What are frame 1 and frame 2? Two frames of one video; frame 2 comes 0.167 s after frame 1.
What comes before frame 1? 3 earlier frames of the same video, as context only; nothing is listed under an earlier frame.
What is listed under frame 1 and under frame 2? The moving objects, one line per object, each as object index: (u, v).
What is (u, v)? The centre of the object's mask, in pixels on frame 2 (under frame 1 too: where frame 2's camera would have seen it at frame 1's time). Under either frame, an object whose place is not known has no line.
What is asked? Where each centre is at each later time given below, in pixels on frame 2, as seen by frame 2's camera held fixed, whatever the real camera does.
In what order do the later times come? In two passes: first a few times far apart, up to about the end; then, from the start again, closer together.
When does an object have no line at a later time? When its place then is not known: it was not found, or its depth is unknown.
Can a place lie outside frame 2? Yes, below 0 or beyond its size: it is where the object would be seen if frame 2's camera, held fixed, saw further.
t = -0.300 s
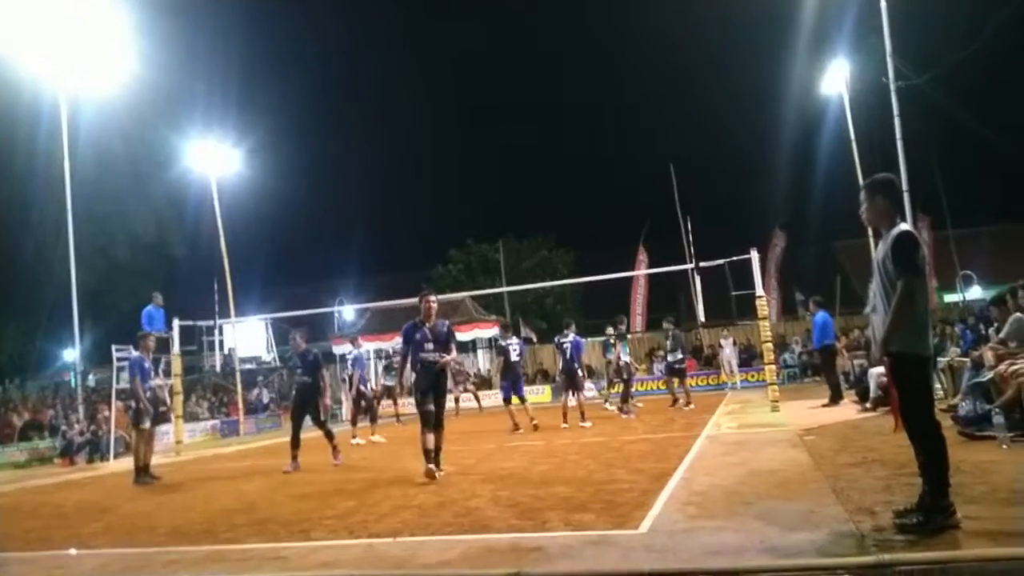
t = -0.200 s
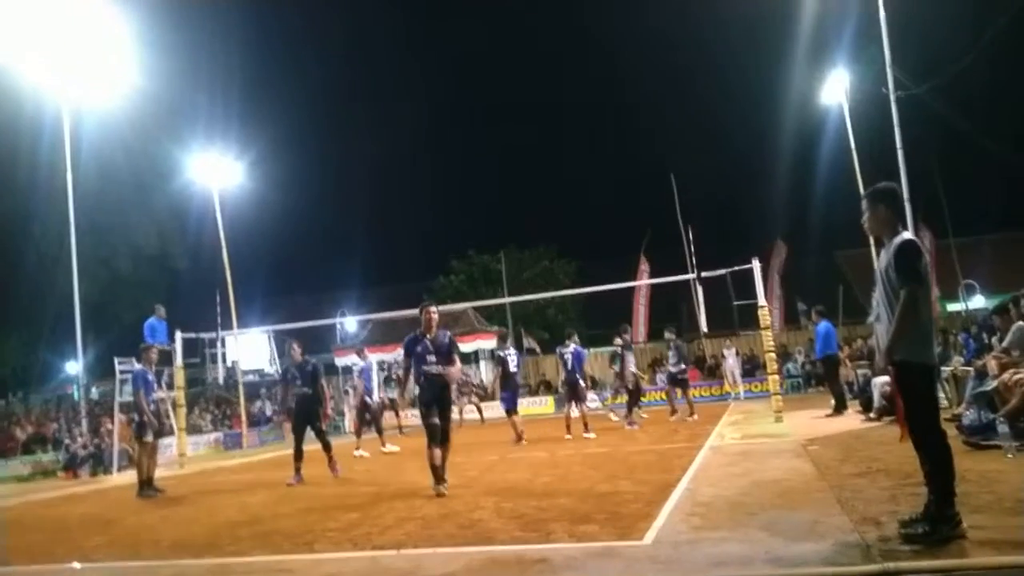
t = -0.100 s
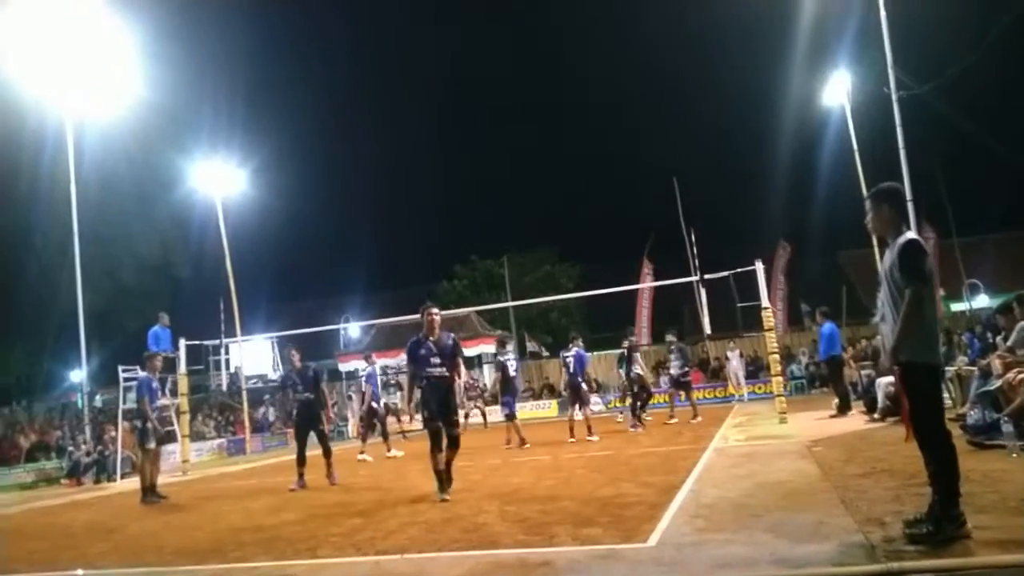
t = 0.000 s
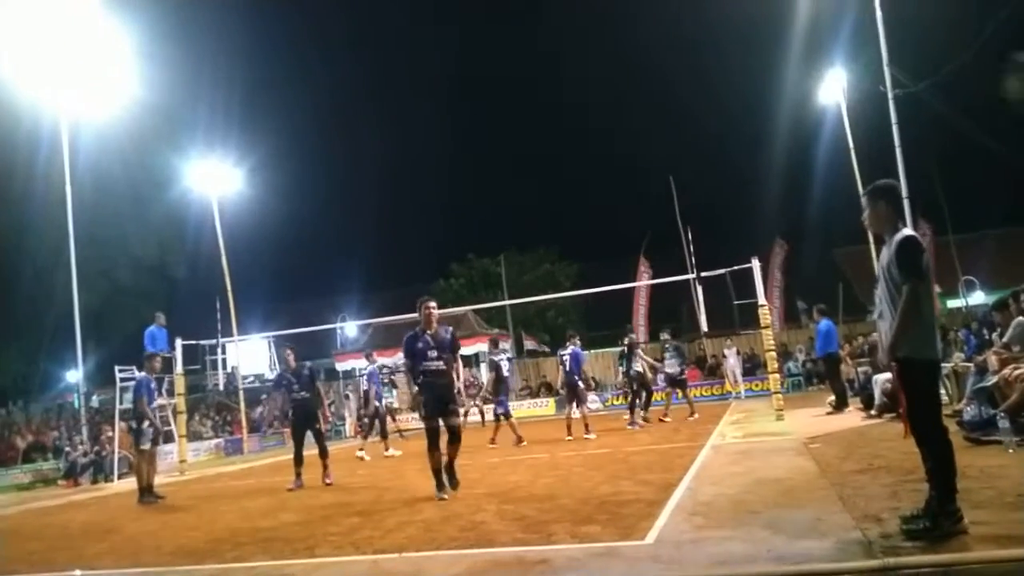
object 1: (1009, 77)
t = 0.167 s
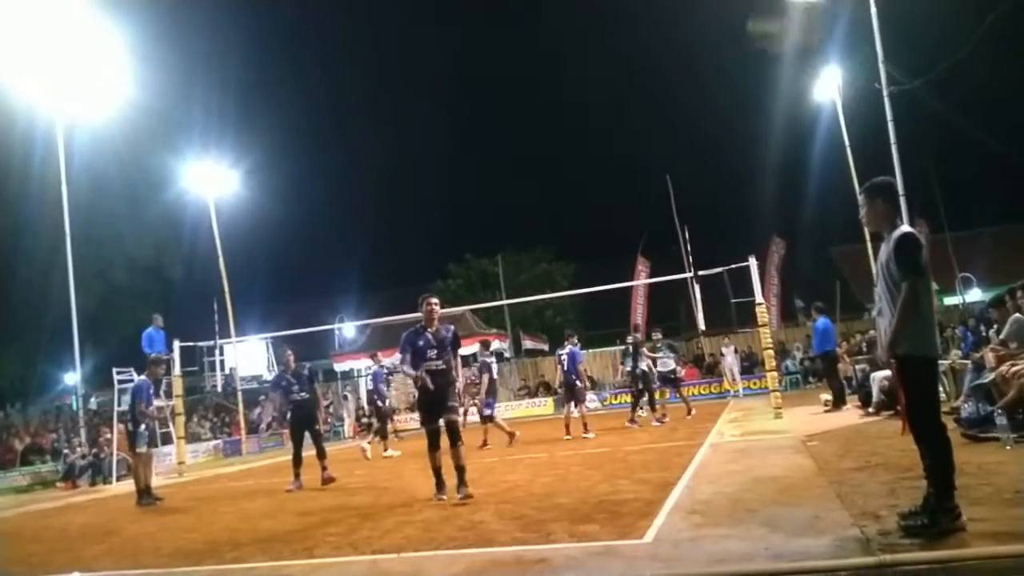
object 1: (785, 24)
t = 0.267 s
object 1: (684, 28)
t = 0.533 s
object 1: (503, 117)
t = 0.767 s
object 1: (412, 253)
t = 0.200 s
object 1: (750, 25)
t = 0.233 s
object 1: (718, 25)
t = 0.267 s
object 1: (684, 28)
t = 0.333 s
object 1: (629, 42)
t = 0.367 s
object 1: (603, 52)
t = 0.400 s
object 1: (580, 61)
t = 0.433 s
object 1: (558, 73)
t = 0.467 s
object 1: (537, 87)
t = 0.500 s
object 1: (520, 101)
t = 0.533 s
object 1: (503, 117)
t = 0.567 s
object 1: (487, 134)
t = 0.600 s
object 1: (473, 150)
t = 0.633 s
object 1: (459, 170)
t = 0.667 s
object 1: (447, 188)
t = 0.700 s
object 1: (434, 209)
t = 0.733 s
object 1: (423, 231)
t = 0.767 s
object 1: (412, 253)
